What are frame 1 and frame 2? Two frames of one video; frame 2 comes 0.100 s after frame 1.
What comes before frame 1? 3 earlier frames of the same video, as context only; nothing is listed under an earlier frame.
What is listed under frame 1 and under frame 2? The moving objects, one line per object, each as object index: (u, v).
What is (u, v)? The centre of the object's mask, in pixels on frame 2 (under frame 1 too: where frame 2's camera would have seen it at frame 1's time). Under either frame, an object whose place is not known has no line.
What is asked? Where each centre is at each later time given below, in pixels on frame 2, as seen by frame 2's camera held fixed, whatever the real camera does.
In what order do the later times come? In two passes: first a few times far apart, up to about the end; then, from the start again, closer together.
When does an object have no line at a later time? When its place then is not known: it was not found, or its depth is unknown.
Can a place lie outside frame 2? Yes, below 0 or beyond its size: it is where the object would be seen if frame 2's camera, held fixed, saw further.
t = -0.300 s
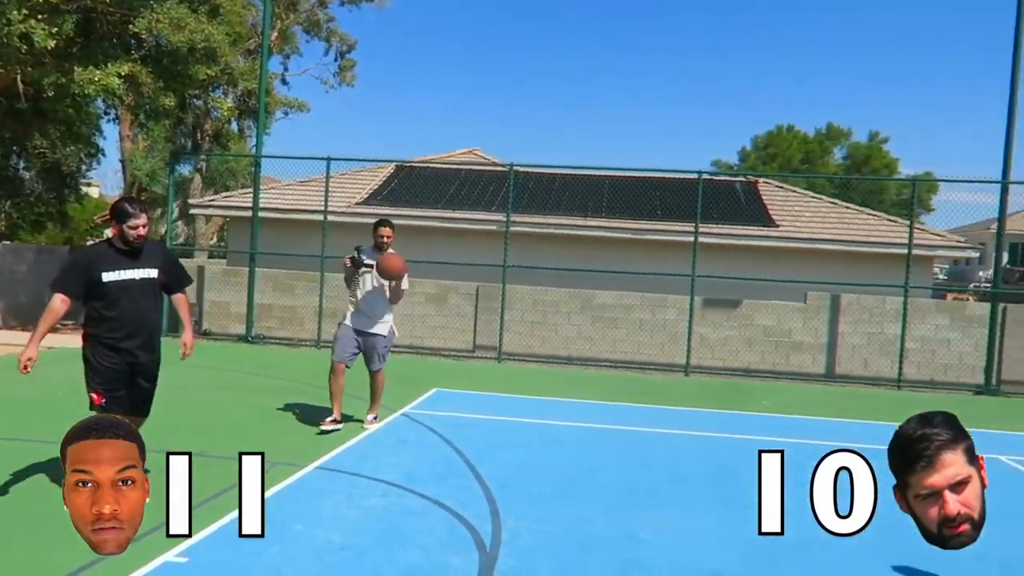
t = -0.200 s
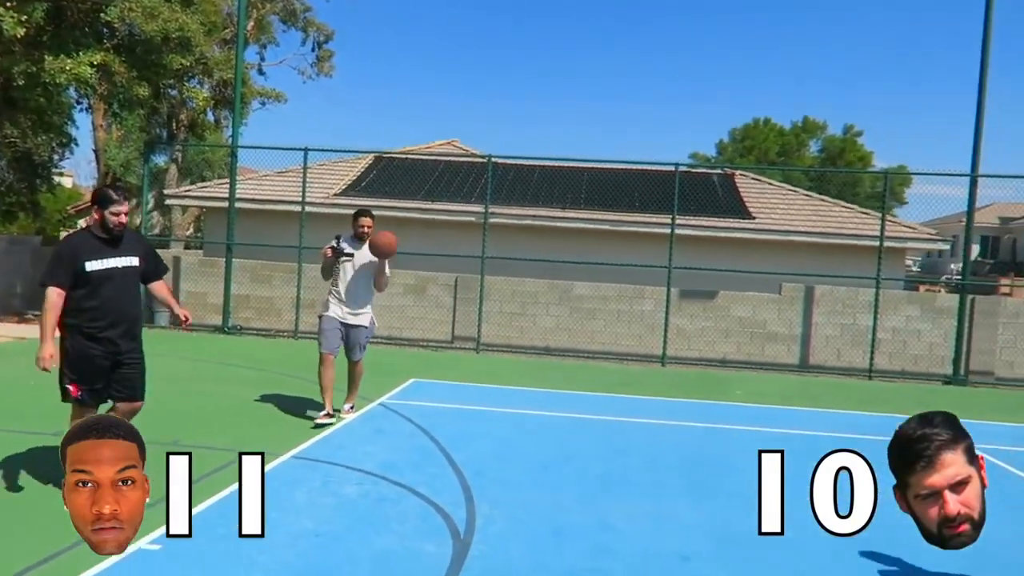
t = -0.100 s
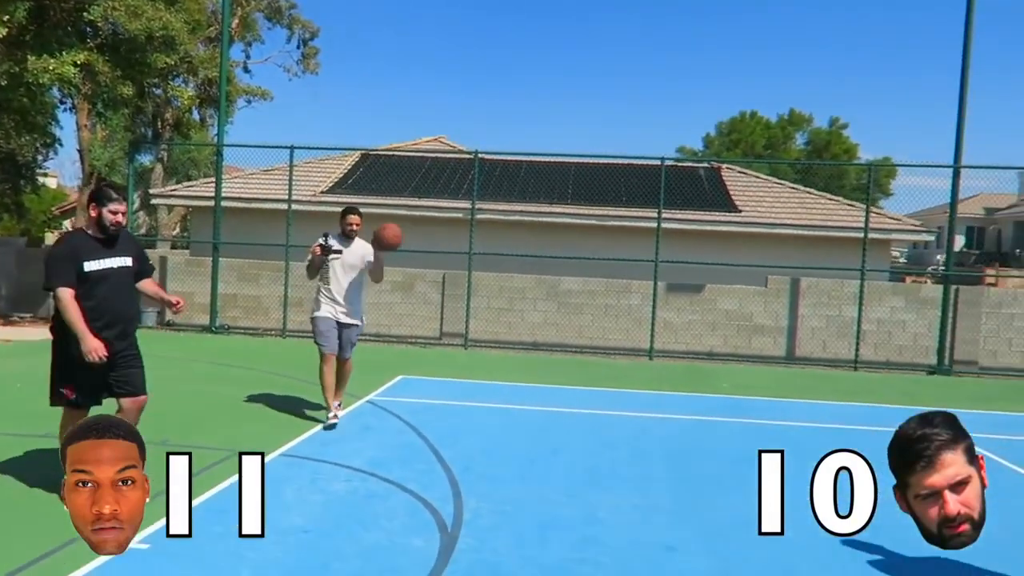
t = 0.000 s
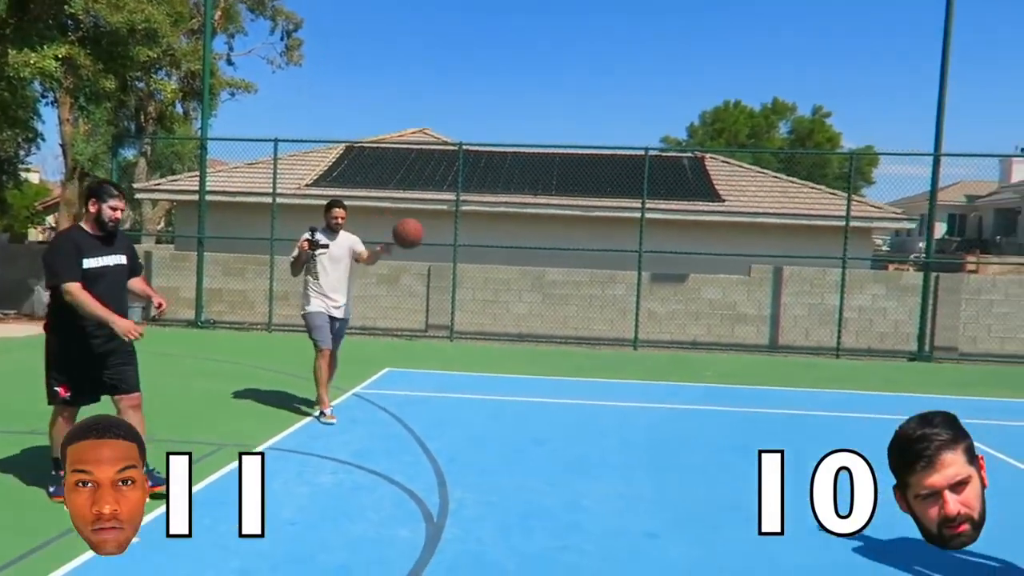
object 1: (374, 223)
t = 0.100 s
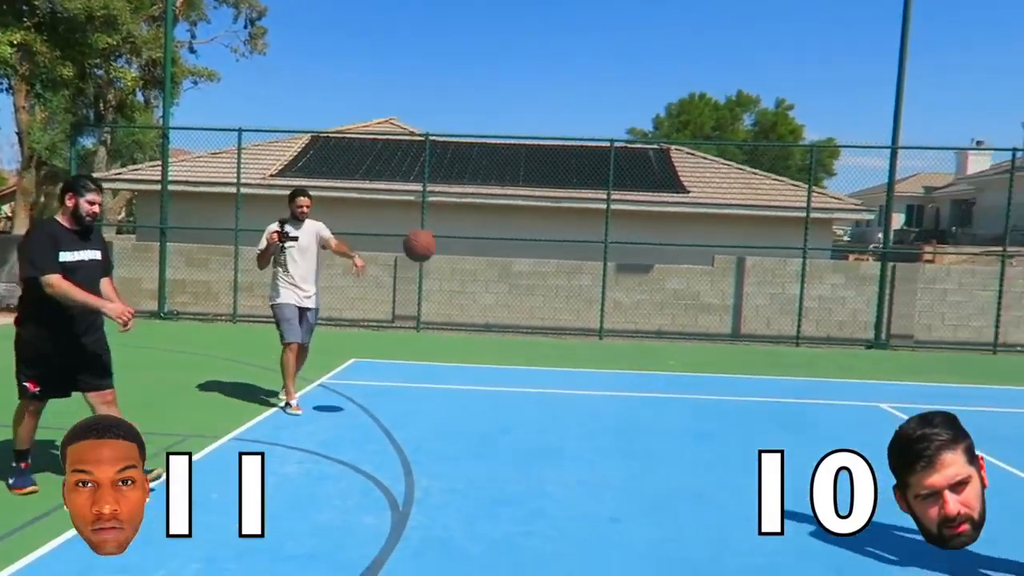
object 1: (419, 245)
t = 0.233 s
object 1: (487, 301)
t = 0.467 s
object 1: (625, 461)
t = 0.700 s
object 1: (713, 340)
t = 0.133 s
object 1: (435, 256)
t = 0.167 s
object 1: (452, 269)
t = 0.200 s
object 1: (469, 284)
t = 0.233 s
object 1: (487, 301)
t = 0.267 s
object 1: (505, 320)
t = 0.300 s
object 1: (524, 342)
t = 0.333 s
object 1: (543, 366)
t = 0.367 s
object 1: (564, 393)
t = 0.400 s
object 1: (586, 423)
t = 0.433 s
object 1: (608, 456)
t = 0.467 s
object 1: (625, 461)
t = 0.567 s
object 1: (661, 400)
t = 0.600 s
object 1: (674, 383)
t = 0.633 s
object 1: (687, 367)
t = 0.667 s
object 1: (700, 353)
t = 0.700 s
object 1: (713, 340)
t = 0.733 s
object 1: (727, 329)
